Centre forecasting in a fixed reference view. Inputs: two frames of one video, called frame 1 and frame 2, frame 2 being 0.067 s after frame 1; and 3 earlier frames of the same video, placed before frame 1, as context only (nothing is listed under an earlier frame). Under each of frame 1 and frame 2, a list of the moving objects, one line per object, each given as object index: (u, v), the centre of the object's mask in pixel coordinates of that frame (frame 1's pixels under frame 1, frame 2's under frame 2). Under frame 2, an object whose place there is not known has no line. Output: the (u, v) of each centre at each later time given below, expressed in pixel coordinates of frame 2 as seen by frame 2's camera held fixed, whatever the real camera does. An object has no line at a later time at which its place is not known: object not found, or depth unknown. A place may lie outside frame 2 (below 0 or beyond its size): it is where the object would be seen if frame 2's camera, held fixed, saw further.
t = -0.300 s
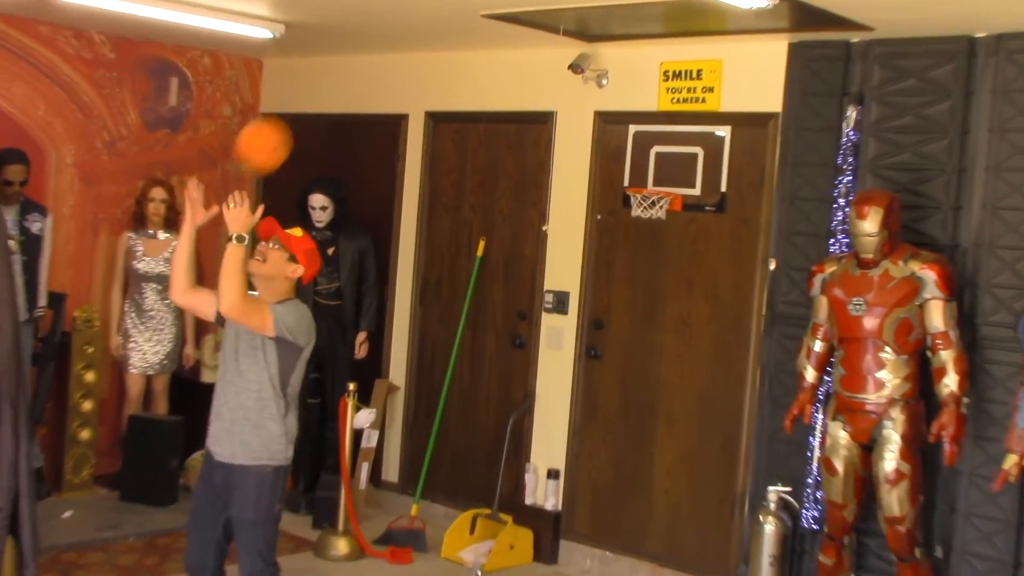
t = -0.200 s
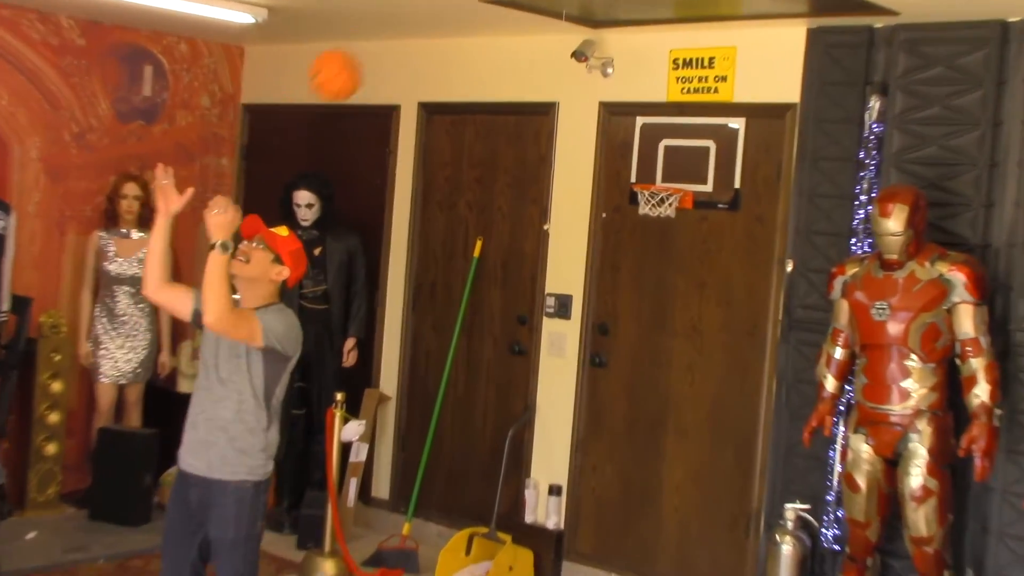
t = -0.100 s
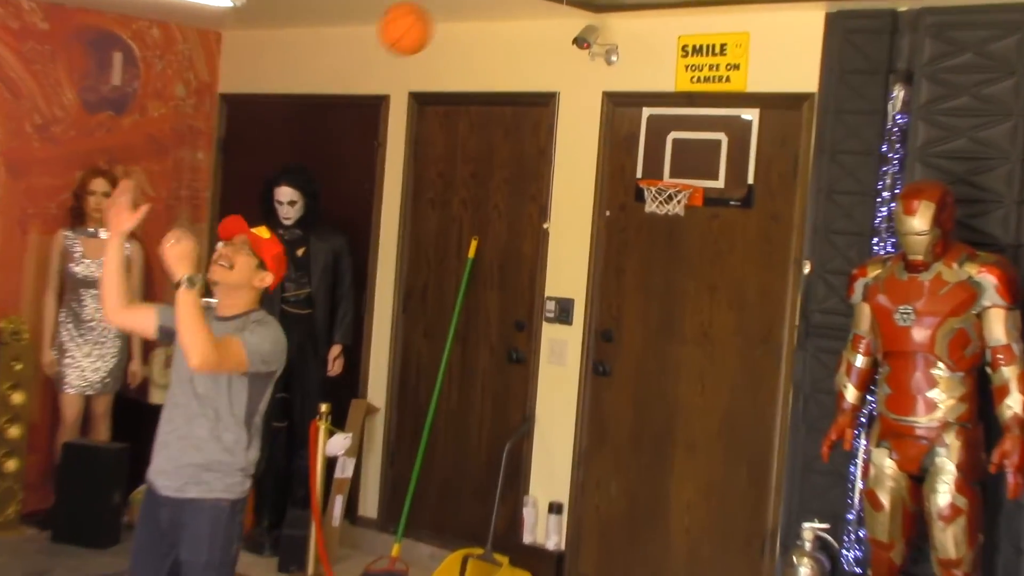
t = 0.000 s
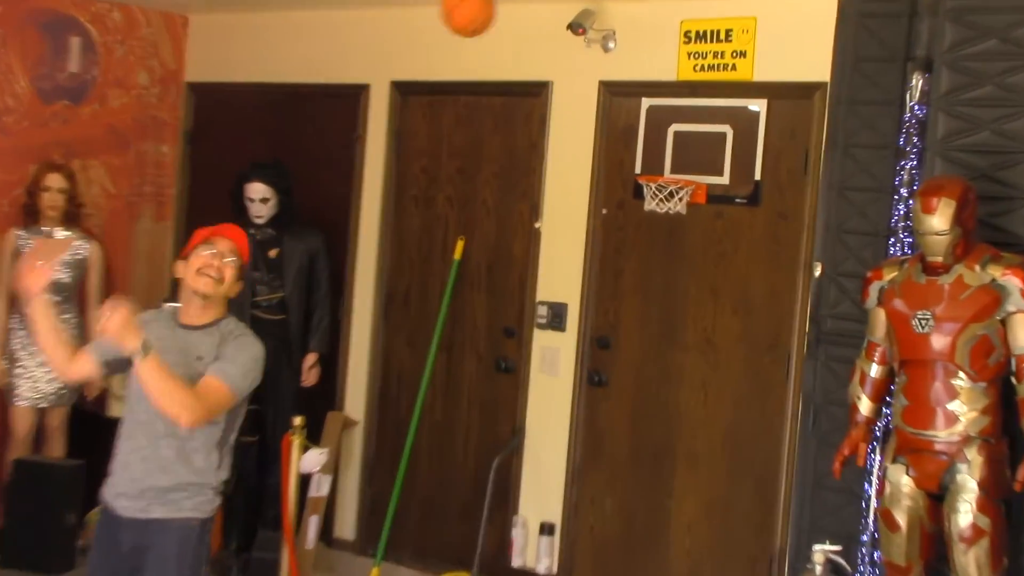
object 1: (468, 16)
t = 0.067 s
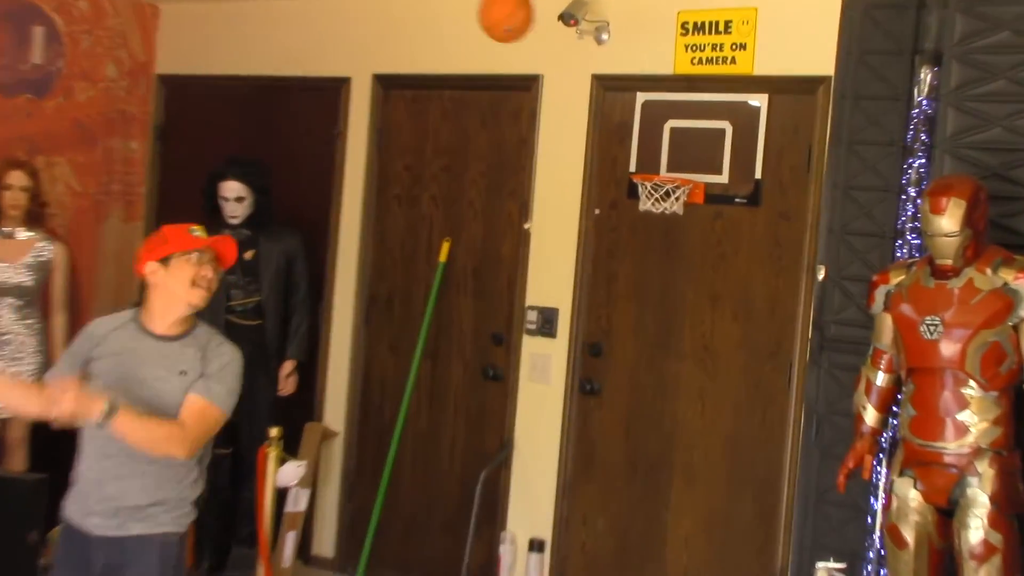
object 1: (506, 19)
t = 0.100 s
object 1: (530, 28)
